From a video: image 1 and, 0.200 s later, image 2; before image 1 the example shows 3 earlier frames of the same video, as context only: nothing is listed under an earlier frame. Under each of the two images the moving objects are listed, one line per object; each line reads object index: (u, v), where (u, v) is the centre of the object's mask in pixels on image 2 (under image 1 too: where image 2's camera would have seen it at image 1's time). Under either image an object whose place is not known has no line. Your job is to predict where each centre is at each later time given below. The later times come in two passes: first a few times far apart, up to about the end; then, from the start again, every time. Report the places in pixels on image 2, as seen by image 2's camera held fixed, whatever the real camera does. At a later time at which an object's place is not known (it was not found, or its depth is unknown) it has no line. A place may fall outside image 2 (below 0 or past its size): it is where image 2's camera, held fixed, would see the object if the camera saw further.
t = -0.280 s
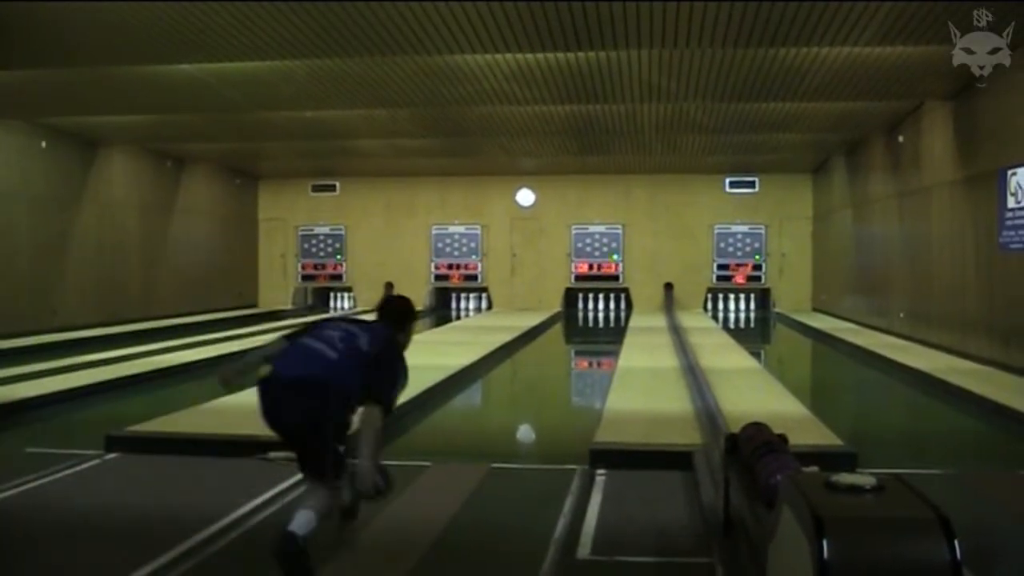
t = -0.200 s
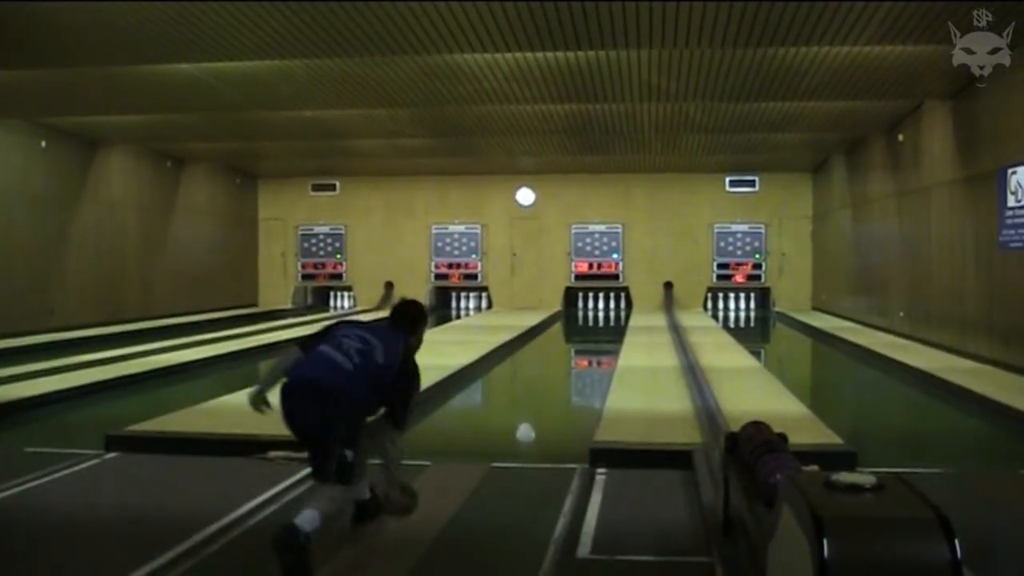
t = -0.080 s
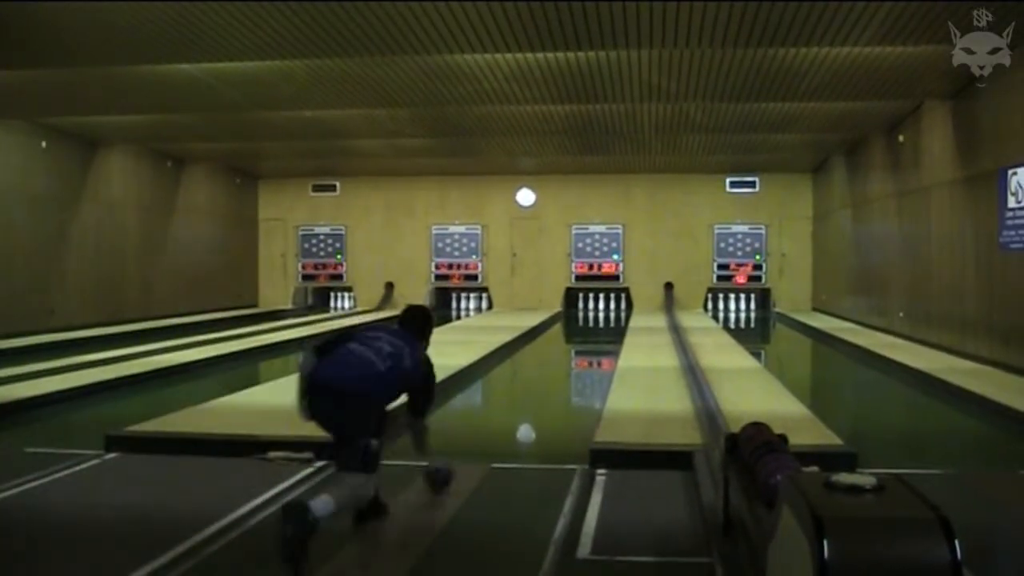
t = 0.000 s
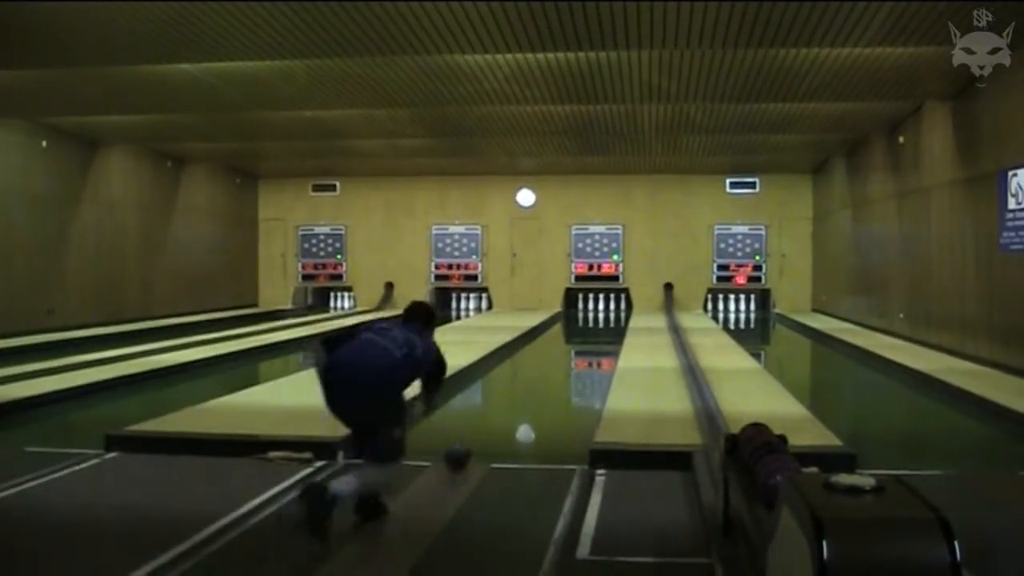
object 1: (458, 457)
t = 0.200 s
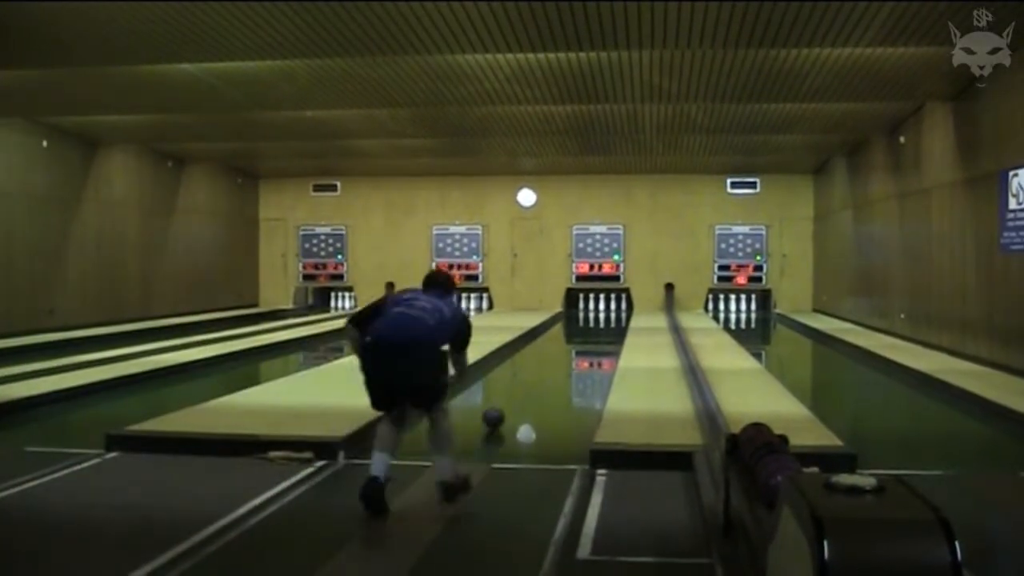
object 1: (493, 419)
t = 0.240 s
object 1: (499, 414)
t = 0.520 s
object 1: (527, 383)
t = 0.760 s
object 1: (542, 365)
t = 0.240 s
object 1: (499, 414)
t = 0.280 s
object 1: (504, 409)
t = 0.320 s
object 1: (508, 404)
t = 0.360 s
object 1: (512, 399)
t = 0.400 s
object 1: (517, 395)
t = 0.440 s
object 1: (520, 390)
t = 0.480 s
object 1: (524, 387)
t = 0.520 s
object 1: (527, 383)
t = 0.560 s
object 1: (530, 379)
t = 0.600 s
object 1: (533, 376)
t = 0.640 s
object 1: (536, 373)
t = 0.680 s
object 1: (538, 370)
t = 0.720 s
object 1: (540, 368)
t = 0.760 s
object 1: (542, 365)
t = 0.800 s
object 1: (544, 363)
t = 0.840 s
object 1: (546, 360)
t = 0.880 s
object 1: (548, 358)
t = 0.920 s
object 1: (549, 356)
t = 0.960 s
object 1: (551, 355)
